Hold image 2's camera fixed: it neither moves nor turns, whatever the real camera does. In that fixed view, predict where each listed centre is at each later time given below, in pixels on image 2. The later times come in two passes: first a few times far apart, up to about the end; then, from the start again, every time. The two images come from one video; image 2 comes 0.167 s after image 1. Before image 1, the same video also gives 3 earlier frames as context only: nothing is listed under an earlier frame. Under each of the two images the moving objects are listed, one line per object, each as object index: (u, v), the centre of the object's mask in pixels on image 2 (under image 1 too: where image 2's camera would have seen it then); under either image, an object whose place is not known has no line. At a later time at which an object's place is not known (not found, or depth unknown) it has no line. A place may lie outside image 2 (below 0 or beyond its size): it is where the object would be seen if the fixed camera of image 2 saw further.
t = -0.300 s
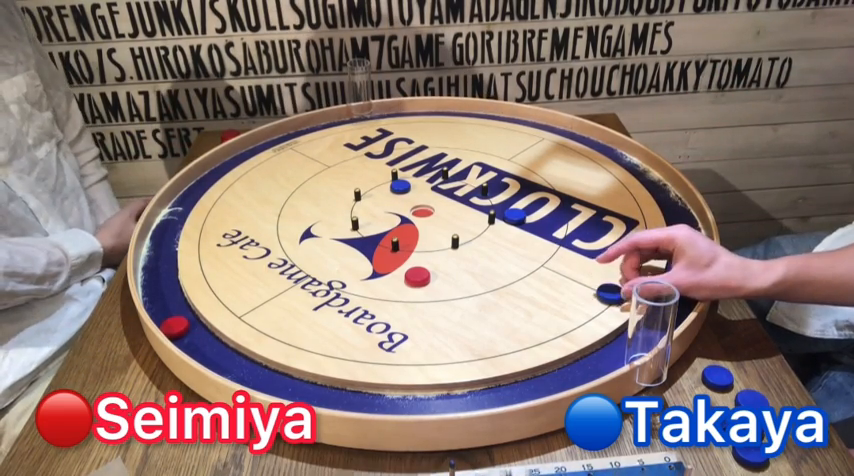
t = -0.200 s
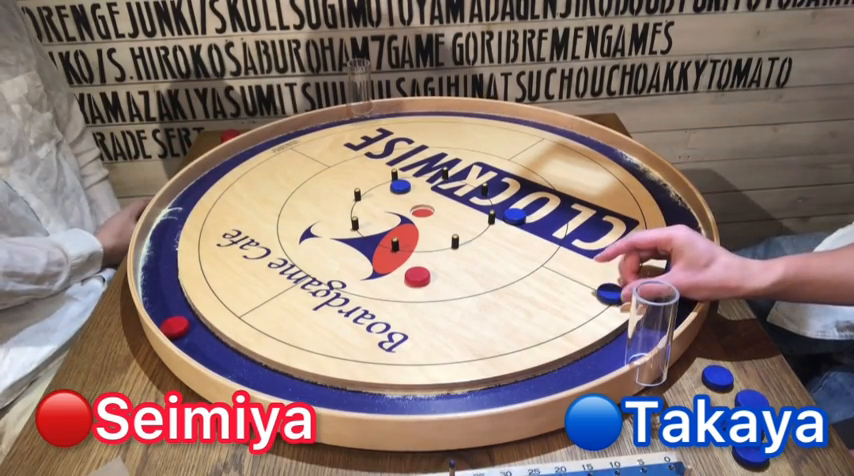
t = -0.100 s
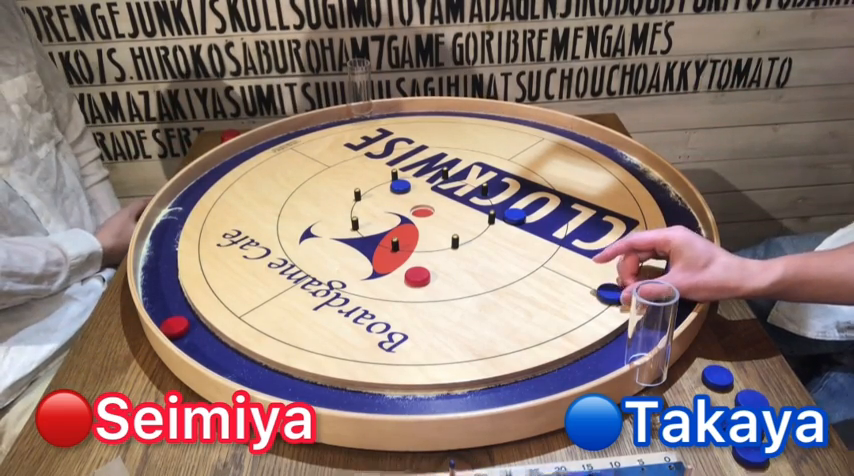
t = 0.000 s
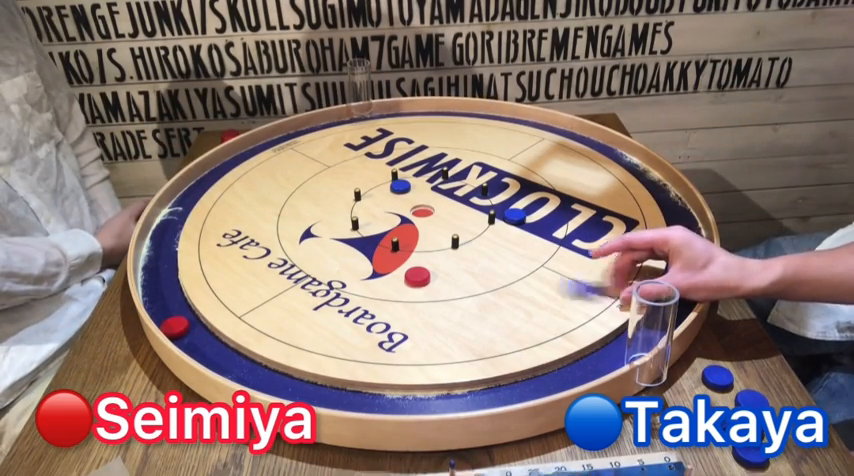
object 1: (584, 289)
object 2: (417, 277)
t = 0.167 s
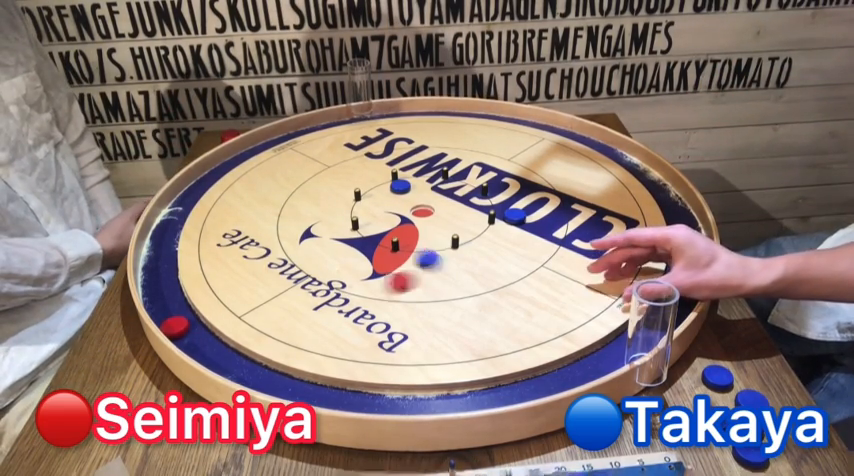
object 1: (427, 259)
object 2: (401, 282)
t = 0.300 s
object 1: (440, 230)
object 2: (323, 305)
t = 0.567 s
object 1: (503, 198)
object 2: (193, 341)
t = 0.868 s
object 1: (540, 178)
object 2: (194, 337)
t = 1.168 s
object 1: (554, 172)
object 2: (194, 337)
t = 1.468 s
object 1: (554, 172)
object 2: (194, 336)
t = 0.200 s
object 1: (413, 249)
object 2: (382, 288)
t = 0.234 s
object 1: (417, 243)
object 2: (363, 293)
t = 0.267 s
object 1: (429, 236)
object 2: (343, 299)
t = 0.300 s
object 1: (440, 230)
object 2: (323, 305)
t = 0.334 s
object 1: (450, 225)
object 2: (304, 310)
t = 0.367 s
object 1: (460, 220)
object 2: (286, 316)
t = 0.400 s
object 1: (468, 215)
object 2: (268, 321)
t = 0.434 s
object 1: (476, 211)
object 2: (249, 327)
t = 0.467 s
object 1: (483, 207)
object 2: (230, 332)
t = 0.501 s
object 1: (491, 202)
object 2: (211, 341)
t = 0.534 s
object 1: (497, 200)
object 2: (198, 346)
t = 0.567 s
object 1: (503, 198)
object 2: (193, 341)
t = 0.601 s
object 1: (508, 193)
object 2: (195, 338)
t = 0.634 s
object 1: (513, 191)
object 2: (197, 335)
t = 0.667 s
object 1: (519, 189)
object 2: (195, 336)
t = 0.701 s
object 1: (521, 187)
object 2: (194, 336)
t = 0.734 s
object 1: (528, 184)
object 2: (194, 337)
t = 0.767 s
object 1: (533, 182)
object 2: (194, 337)
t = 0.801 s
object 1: (535, 181)
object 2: (194, 337)
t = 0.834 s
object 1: (538, 179)
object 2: (194, 337)
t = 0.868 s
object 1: (540, 178)
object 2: (194, 337)
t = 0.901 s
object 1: (543, 176)
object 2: (194, 337)
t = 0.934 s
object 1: (546, 175)
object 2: (194, 337)
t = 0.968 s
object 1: (547, 175)
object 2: (194, 337)
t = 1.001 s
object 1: (549, 174)
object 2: (194, 337)
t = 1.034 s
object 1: (551, 173)
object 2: (194, 337)
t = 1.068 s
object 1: (552, 173)
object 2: (194, 337)
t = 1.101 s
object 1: (553, 172)
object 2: (194, 337)
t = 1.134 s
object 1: (554, 172)
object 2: (194, 337)
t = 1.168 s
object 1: (554, 172)
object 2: (194, 337)
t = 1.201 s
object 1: (555, 172)
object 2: (194, 336)
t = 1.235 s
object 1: (555, 171)
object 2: (194, 336)
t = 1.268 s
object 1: (554, 171)
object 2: (194, 336)
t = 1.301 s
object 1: (554, 171)
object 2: (194, 336)
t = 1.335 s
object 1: (554, 171)
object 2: (194, 336)
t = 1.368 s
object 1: (553, 171)
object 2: (194, 336)
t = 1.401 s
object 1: (553, 172)
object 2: (194, 336)
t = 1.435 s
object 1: (553, 172)
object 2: (194, 336)
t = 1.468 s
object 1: (554, 172)
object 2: (194, 336)
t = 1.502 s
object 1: (554, 173)
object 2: (194, 336)
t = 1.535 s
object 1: (554, 173)
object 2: (194, 336)
